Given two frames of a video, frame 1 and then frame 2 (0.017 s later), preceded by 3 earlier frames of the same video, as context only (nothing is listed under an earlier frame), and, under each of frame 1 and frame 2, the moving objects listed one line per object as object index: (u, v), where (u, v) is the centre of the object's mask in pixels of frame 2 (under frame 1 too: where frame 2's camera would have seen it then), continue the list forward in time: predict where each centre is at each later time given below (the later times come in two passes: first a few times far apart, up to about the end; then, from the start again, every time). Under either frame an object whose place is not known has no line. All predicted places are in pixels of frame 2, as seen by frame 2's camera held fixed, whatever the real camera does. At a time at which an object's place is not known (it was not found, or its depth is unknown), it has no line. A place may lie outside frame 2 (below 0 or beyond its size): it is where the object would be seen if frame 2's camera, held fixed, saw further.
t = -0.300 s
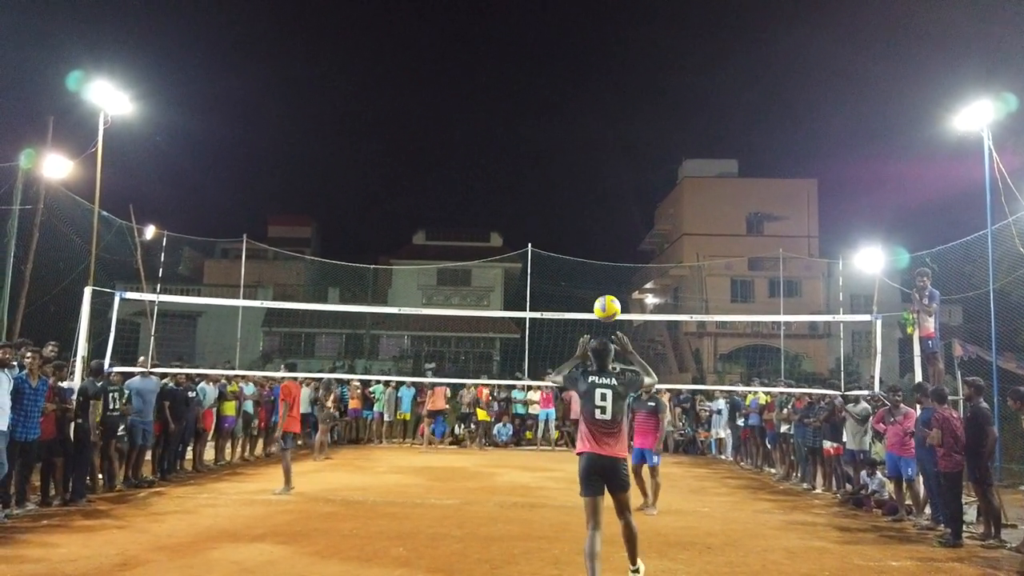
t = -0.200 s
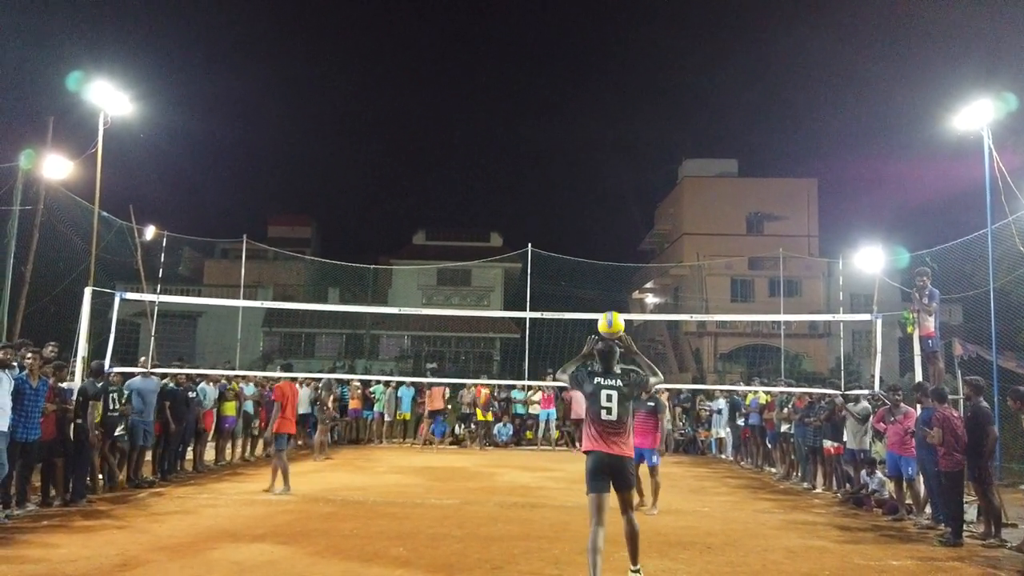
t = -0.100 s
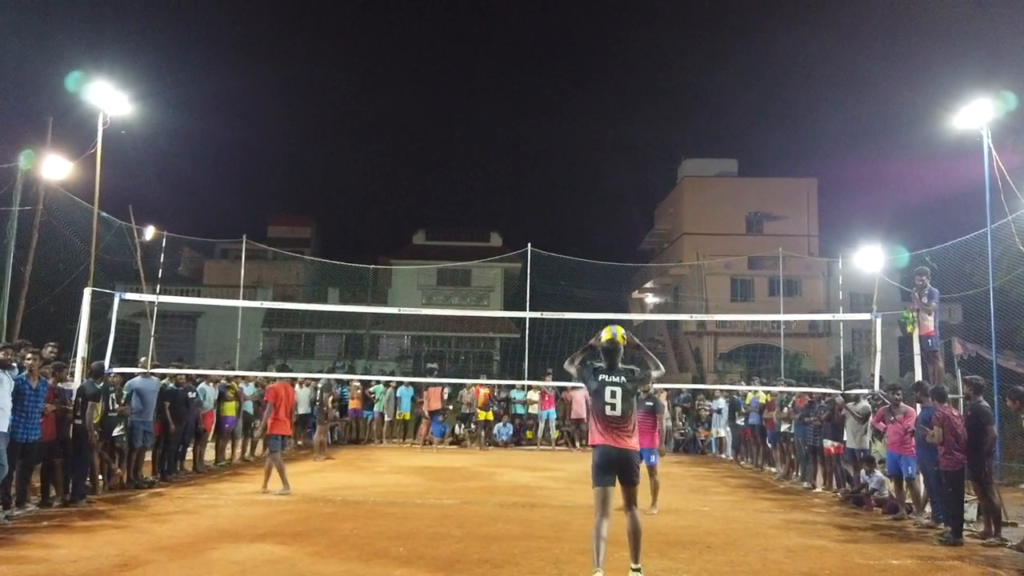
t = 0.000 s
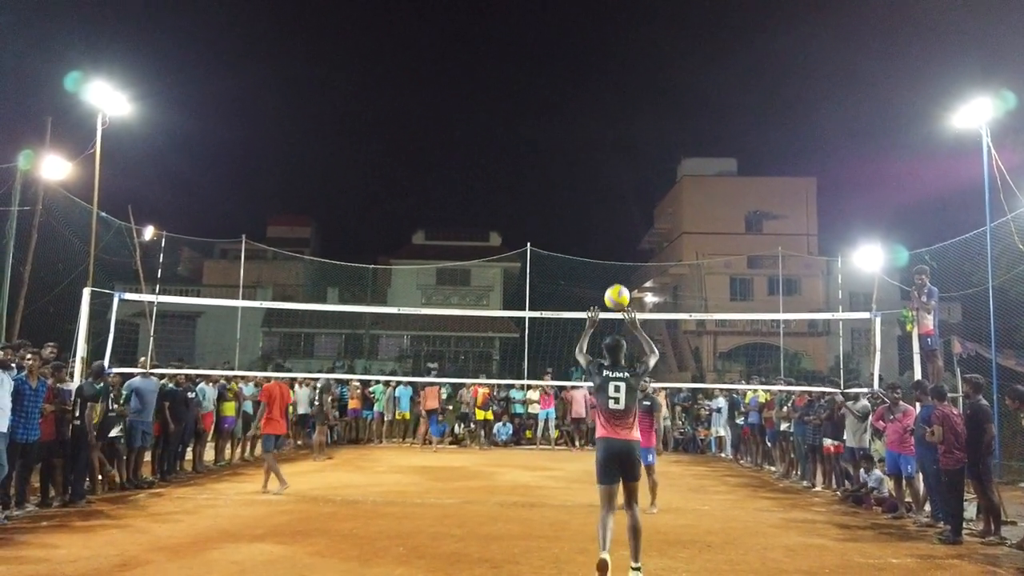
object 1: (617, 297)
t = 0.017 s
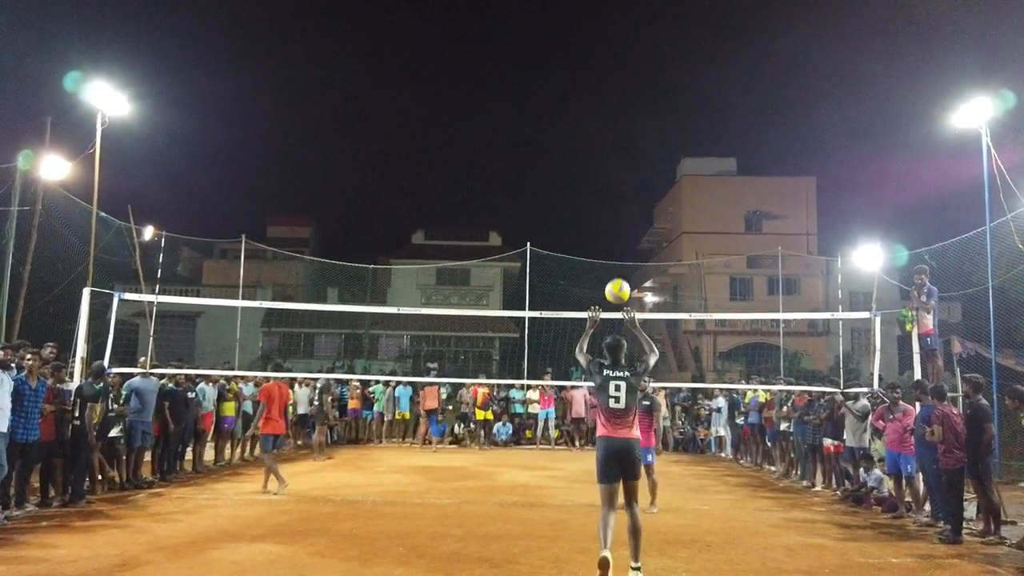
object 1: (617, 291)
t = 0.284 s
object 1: (628, 249)
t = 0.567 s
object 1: (637, 280)
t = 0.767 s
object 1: (641, 336)
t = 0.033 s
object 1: (618, 286)
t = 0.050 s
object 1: (619, 281)
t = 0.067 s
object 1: (620, 277)
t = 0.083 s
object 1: (620, 272)
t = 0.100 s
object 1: (621, 269)
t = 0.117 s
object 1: (622, 265)
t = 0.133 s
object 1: (623, 262)
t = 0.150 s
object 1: (623, 259)
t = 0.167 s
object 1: (624, 257)
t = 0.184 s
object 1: (624, 255)
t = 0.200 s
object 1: (625, 253)
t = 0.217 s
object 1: (626, 251)
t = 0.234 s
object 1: (626, 250)
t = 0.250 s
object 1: (627, 250)
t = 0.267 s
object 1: (628, 249)
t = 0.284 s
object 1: (628, 249)
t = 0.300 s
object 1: (629, 249)
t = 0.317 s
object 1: (630, 249)
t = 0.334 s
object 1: (630, 250)
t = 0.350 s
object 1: (631, 250)
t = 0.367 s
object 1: (631, 251)
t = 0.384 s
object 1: (632, 252)
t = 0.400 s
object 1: (632, 254)
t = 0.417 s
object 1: (633, 256)
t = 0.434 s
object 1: (633, 258)
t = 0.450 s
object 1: (634, 259)
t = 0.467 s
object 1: (634, 262)
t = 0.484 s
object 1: (635, 264)
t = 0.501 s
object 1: (635, 267)
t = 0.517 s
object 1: (635, 270)
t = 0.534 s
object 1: (636, 273)
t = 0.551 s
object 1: (636, 277)
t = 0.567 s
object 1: (637, 280)
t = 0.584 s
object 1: (637, 284)
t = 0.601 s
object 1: (638, 288)
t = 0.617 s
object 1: (638, 292)
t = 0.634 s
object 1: (638, 296)
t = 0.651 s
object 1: (638, 300)
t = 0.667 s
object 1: (638, 305)
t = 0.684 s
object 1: (639, 309)
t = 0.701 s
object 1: (639, 315)
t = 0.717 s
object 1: (640, 320)
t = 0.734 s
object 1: (640, 325)
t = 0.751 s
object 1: (641, 330)
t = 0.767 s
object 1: (641, 336)
